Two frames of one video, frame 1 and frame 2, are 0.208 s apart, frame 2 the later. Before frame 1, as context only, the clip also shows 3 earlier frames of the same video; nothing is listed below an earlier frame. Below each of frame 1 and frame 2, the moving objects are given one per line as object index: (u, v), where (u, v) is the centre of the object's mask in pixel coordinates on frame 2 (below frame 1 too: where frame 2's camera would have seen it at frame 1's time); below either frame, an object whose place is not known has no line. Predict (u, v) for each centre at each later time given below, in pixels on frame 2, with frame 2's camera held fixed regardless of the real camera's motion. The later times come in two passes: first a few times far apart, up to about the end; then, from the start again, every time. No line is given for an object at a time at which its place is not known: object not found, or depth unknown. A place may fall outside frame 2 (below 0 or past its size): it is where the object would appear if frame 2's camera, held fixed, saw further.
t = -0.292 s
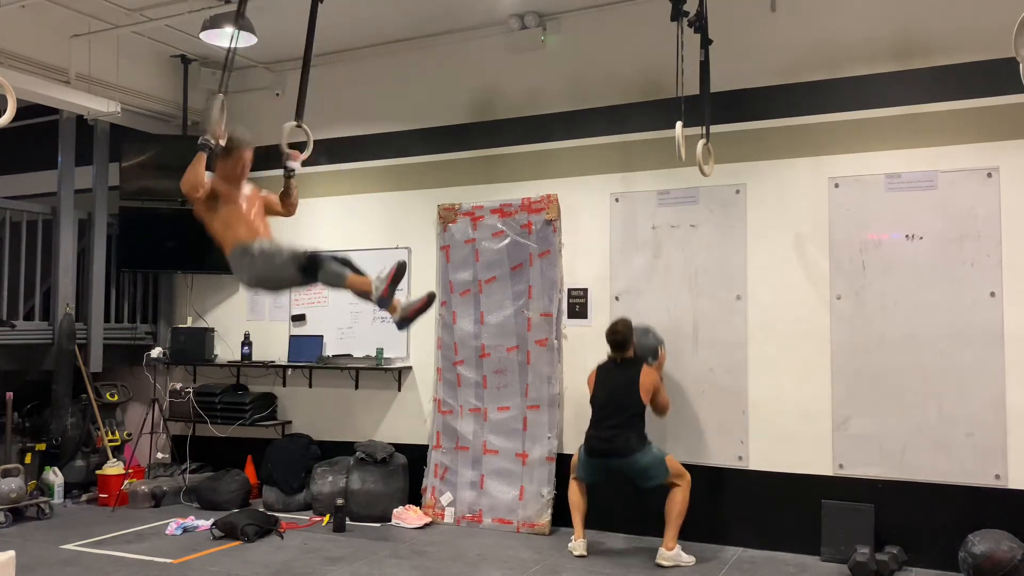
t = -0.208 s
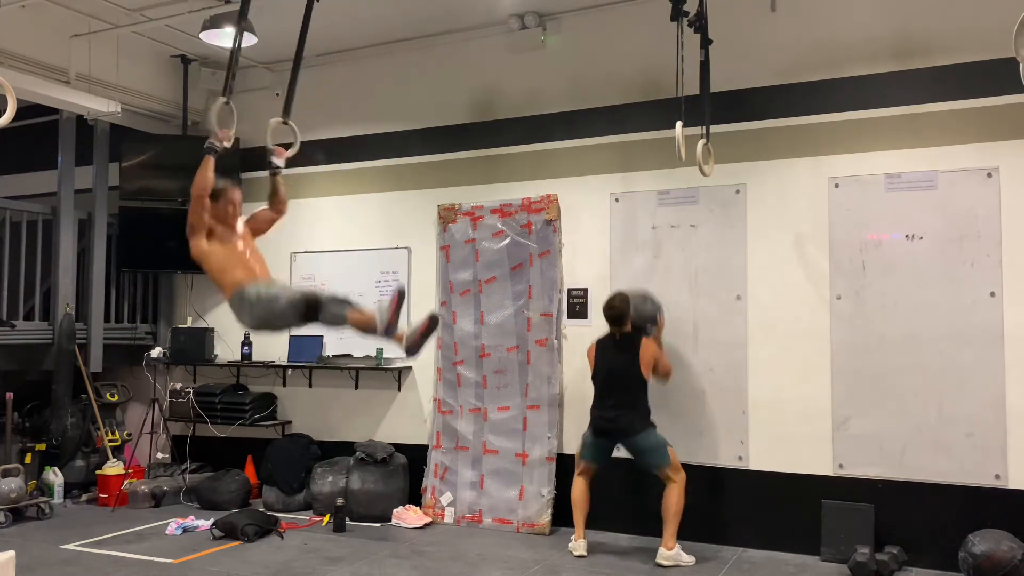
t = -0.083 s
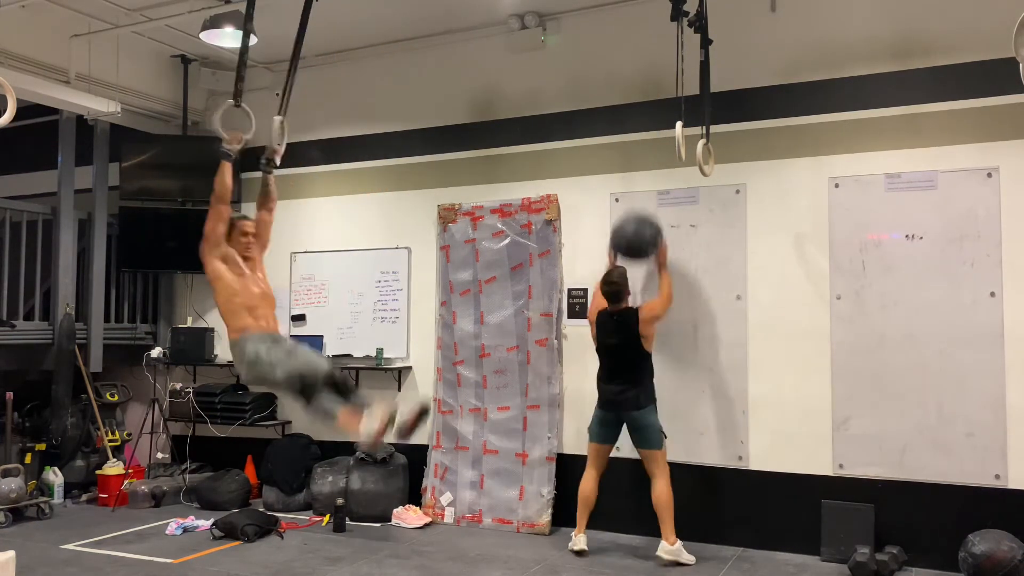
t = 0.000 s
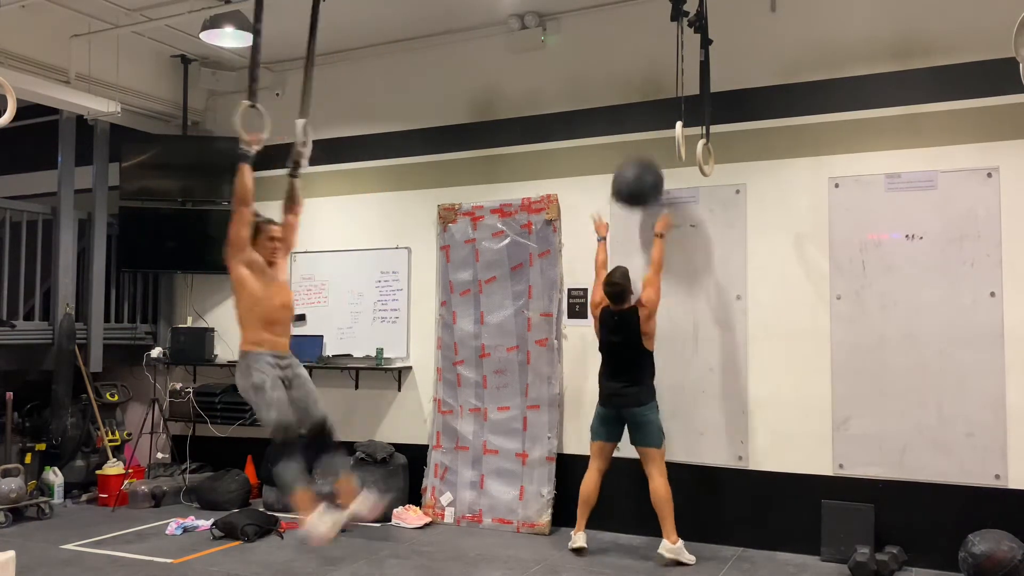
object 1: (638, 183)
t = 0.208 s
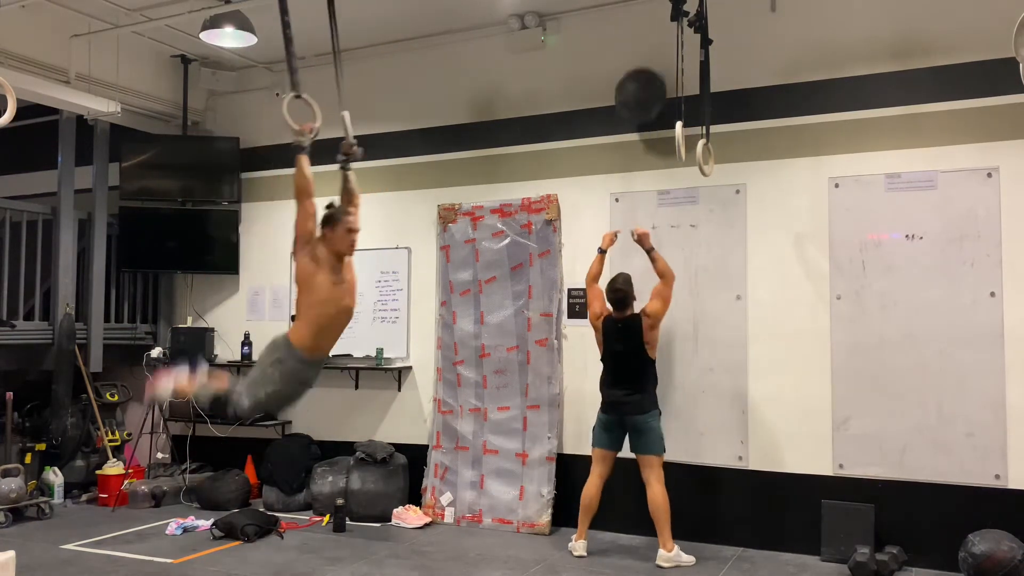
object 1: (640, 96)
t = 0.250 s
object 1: (641, 85)
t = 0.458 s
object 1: (643, 71)
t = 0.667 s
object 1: (642, 109)
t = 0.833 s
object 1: (641, 181)
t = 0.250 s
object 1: (641, 85)
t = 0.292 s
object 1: (641, 77)
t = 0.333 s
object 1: (642, 72)
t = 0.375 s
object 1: (642, 69)
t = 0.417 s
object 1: (643, 69)
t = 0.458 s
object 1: (643, 71)
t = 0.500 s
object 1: (644, 75)
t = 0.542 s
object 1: (644, 81)
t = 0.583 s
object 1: (643, 88)
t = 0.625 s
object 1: (643, 99)
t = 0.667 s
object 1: (642, 109)
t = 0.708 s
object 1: (642, 122)
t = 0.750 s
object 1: (642, 139)
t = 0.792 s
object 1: (642, 160)
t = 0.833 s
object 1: (641, 181)
